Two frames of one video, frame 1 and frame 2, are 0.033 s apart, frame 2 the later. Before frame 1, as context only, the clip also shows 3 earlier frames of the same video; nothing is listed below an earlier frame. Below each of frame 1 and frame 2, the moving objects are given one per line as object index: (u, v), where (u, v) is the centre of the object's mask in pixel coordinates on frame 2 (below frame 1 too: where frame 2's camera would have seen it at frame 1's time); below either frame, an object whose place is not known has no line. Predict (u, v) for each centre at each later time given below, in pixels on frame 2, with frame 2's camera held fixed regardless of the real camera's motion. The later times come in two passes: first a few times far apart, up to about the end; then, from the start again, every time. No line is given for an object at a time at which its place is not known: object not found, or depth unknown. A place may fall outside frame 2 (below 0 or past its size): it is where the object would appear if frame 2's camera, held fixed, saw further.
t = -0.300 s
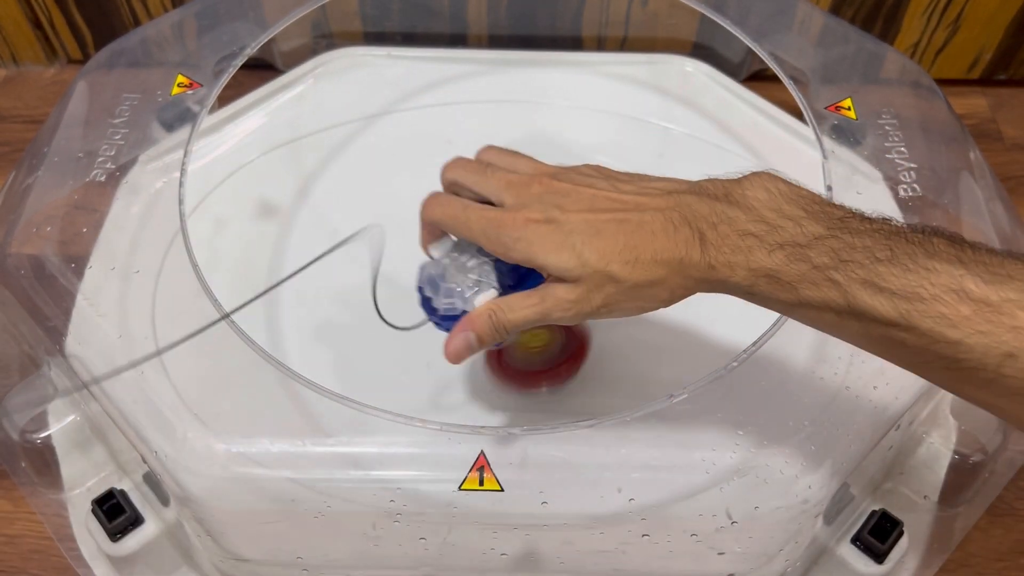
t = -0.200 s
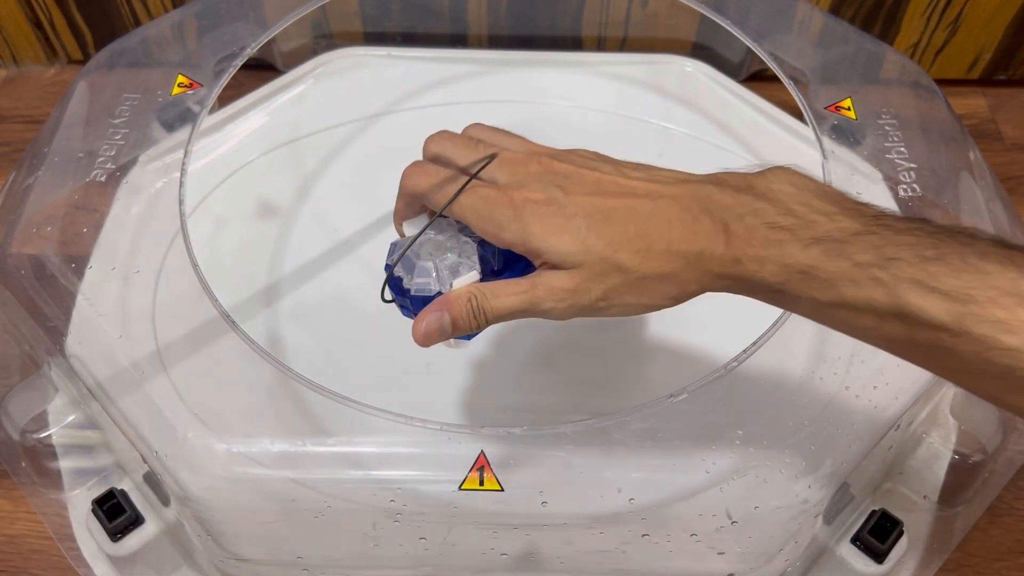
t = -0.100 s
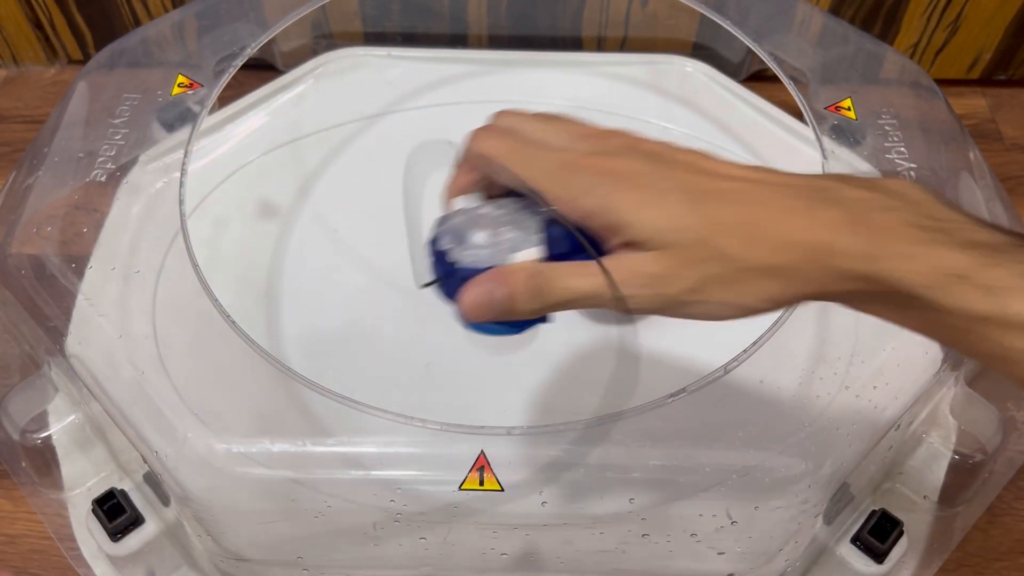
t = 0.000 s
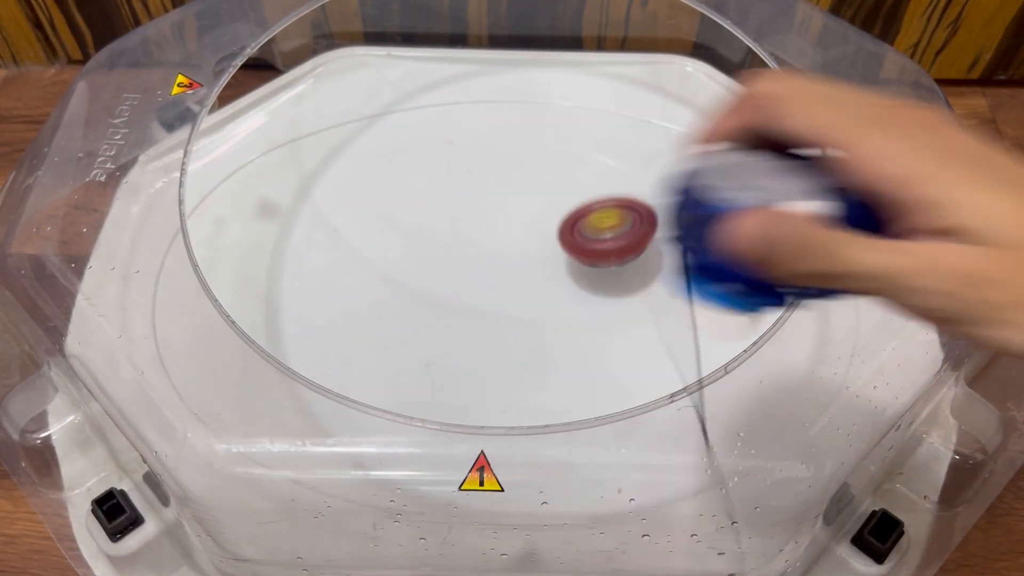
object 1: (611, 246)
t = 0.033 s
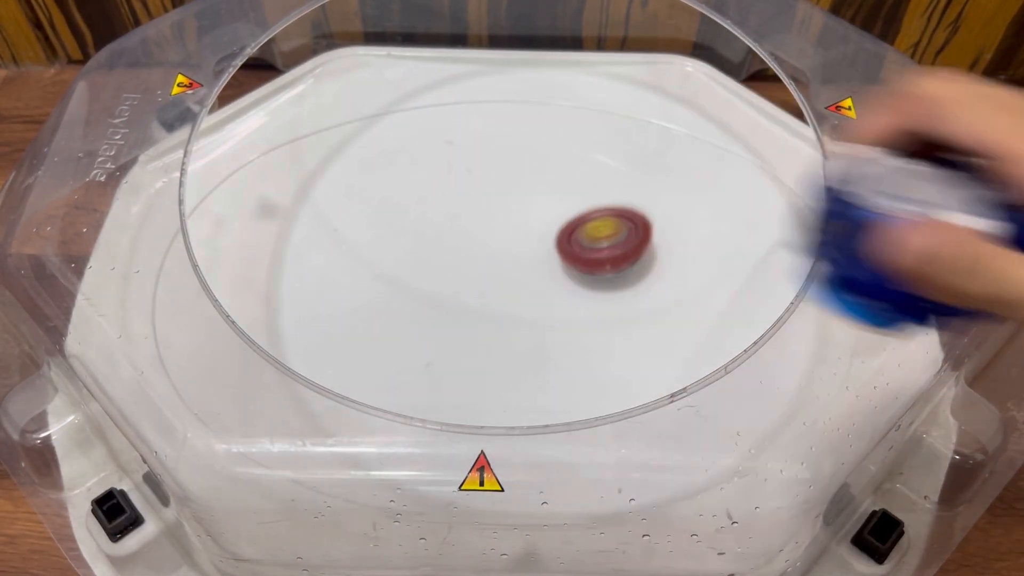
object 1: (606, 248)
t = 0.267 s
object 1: (502, 265)
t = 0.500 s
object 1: (375, 361)
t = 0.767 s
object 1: (376, 454)
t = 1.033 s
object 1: (638, 392)
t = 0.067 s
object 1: (597, 240)
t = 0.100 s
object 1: (586, 238)
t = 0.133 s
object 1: (573, 242)
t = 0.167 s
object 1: (557, 243)
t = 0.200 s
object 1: (540, 249)
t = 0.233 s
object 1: (521, 255)
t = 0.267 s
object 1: (502, 265)
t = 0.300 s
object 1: (482, 276)
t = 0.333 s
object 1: (462, 287)
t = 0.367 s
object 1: (442, 301)
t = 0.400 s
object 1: (423, 316)
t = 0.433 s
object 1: (405, 331)
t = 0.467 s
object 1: (389, 347)
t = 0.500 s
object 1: (375, 361)
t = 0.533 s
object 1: (359, 376)
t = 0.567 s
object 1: (346, 393)
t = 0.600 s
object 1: (337, 413)
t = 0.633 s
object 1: (332, 433)
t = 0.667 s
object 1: (332, 448)
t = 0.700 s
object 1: (342, 453)
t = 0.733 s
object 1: (357, 456)
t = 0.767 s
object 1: (376, 454)
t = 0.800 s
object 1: (399, 450)
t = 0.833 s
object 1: (423, 441)
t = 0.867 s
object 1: (450, 430)
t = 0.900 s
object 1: (485, 423)
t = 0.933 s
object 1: (521, 416)
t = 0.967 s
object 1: (559, 409)
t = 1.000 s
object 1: (598, 400)
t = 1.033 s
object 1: (638, 392)
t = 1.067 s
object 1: (681, 385)
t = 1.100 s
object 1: (726, 378)
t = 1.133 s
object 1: (773, 373)
